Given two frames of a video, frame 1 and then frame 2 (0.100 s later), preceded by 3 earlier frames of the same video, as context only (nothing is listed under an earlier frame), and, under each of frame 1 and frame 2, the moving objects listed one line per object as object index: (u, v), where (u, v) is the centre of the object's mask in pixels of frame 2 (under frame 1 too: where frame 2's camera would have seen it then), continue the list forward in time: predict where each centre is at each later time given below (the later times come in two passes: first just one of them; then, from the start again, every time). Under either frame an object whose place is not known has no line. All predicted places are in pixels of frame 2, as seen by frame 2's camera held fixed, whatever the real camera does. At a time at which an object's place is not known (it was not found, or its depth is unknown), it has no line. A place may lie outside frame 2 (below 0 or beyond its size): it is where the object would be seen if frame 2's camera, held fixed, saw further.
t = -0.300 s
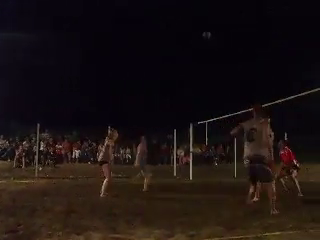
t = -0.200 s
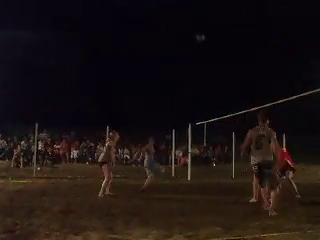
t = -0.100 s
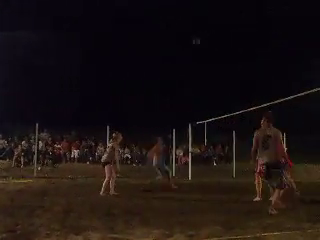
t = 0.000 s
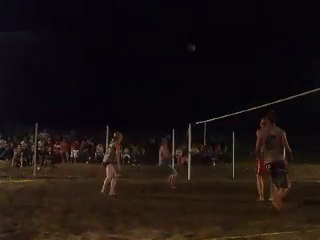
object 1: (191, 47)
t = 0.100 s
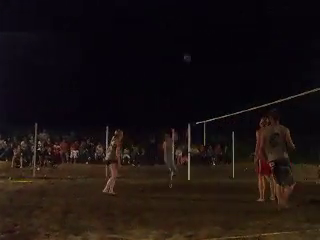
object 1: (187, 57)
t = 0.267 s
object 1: (180, 80)
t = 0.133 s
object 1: (186, 62)
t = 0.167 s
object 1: (184, 66)
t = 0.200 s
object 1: (183, 71)
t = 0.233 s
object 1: (181, 76)
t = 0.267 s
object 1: (180, 80)
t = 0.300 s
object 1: (178, 85)
